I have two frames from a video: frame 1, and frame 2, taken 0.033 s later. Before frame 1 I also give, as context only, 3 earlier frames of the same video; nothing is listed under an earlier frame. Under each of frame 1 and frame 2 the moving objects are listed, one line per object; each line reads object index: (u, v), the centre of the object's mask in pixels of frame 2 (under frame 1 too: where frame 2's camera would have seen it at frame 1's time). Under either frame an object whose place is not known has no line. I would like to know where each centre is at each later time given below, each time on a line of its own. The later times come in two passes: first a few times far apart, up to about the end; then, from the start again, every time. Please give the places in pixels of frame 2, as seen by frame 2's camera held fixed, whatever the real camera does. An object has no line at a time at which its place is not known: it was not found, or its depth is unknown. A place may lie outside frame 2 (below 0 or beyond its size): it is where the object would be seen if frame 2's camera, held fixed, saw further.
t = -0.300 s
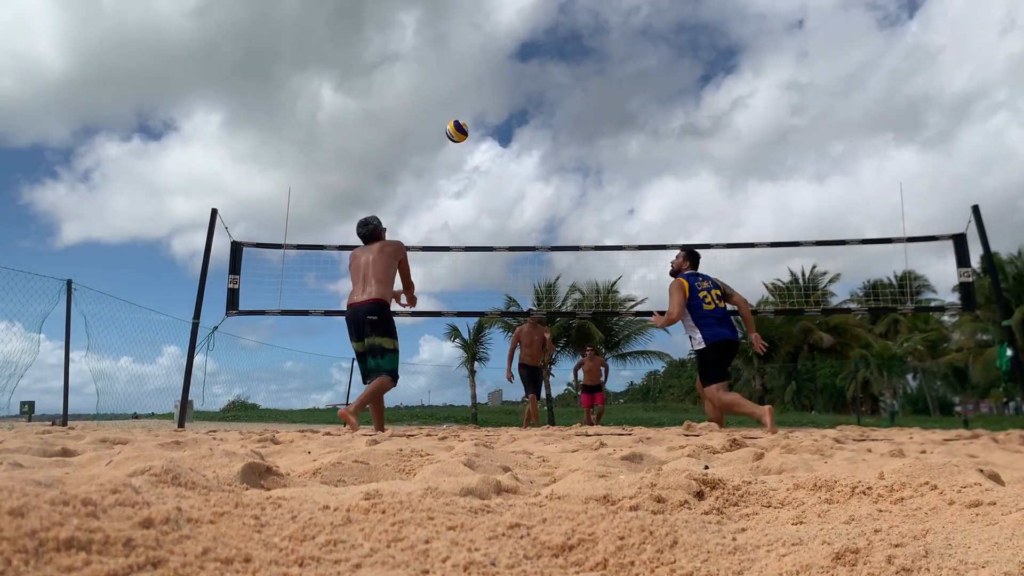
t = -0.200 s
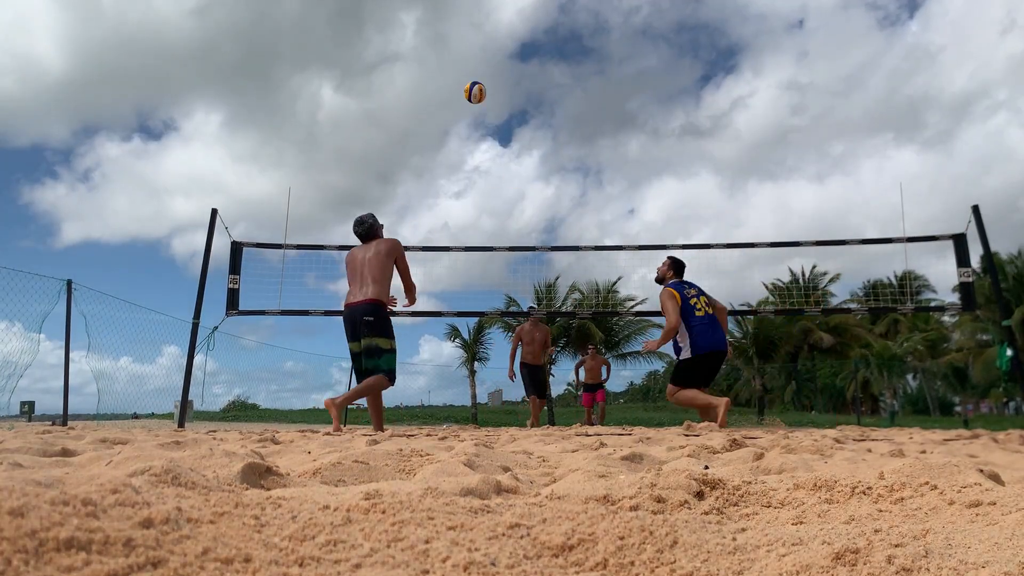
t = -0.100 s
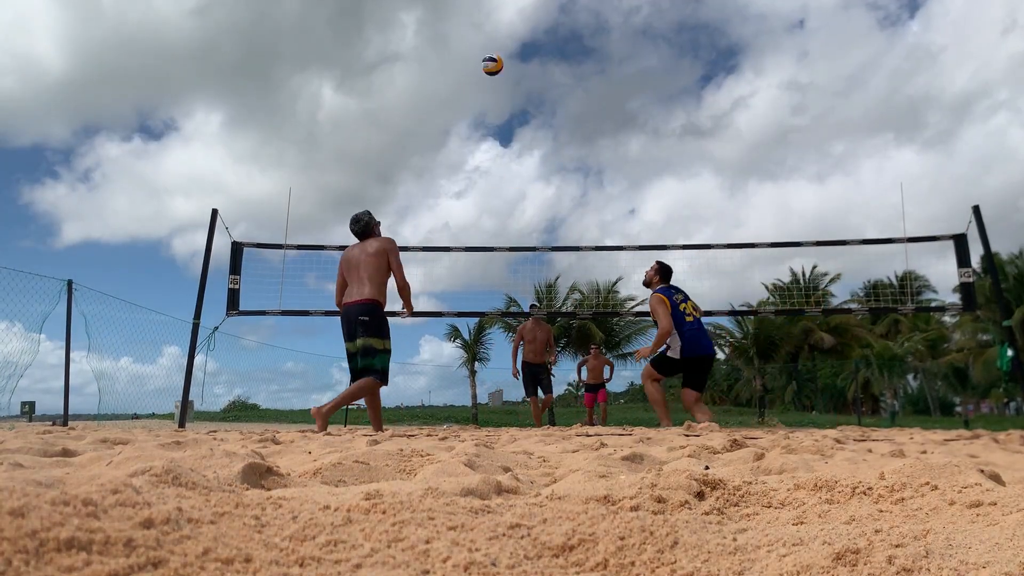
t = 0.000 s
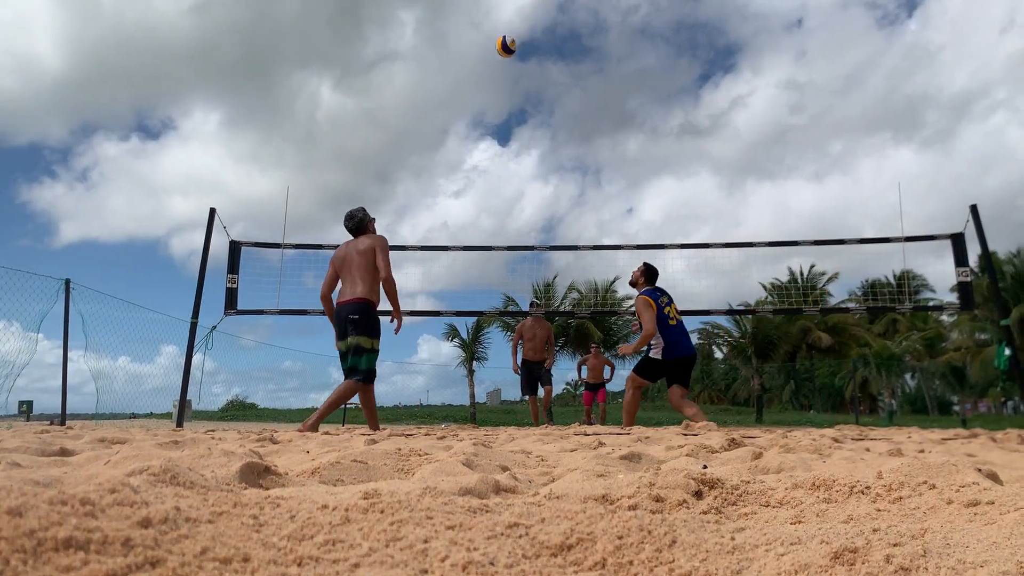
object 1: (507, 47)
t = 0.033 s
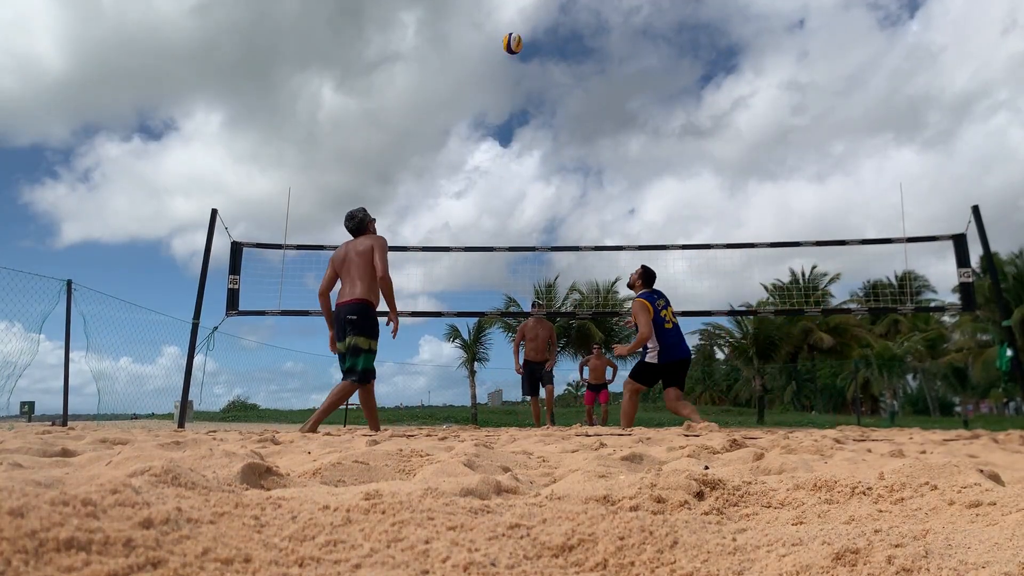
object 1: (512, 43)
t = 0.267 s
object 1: (545, 44)
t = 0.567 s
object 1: (582, 110)
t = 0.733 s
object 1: (601, 176)
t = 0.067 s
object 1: (517, 41)
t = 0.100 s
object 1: (522, 39)
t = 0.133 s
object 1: (527, 38)
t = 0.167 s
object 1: (531, 38)
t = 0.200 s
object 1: (536, 39)
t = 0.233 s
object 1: (541, 41)
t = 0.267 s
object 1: (545, 44)
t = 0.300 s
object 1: (549, 48)
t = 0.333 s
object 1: (553, 53)
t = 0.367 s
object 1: (558, 59)
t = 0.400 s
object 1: (562, 66)
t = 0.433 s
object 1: (567, 72)
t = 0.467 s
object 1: (571, 81)
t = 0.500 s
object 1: (575, 90)
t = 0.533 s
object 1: (579, 100)
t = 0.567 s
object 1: (582, 110)
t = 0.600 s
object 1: (586, 122)
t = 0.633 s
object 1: (590, 134)
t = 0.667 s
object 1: (594, 147)
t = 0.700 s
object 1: (597, 161)
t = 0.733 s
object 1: (601, 176)
